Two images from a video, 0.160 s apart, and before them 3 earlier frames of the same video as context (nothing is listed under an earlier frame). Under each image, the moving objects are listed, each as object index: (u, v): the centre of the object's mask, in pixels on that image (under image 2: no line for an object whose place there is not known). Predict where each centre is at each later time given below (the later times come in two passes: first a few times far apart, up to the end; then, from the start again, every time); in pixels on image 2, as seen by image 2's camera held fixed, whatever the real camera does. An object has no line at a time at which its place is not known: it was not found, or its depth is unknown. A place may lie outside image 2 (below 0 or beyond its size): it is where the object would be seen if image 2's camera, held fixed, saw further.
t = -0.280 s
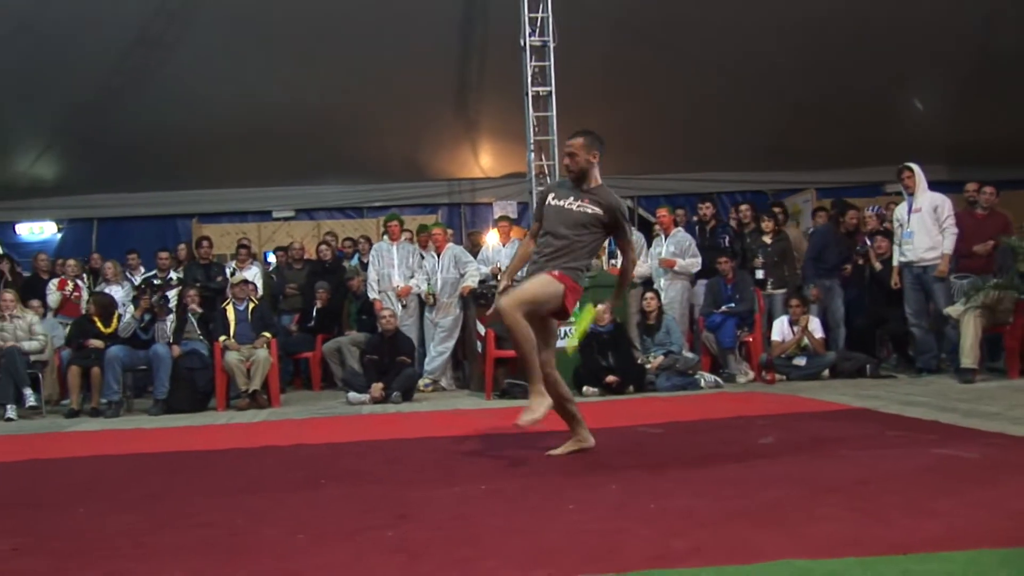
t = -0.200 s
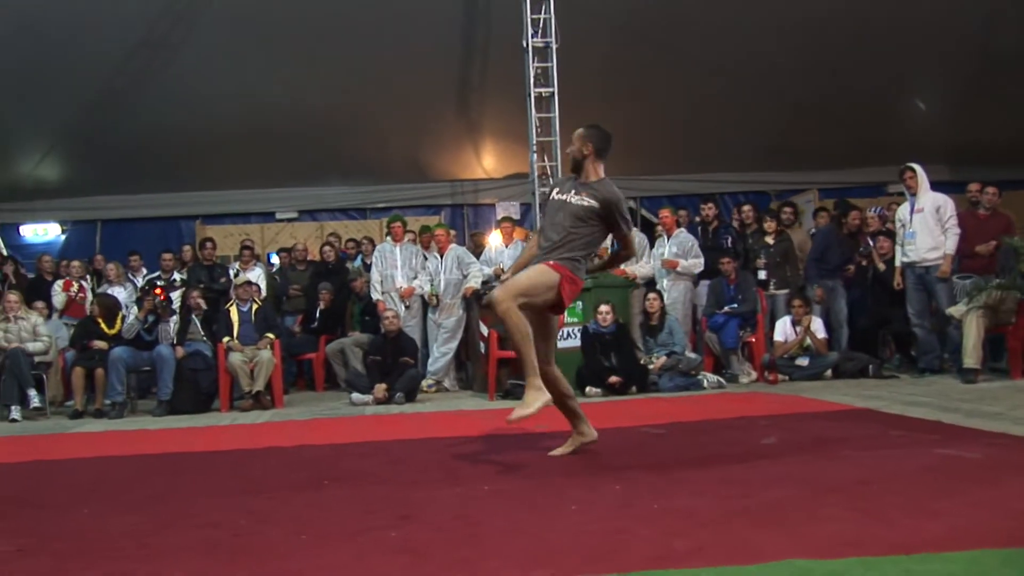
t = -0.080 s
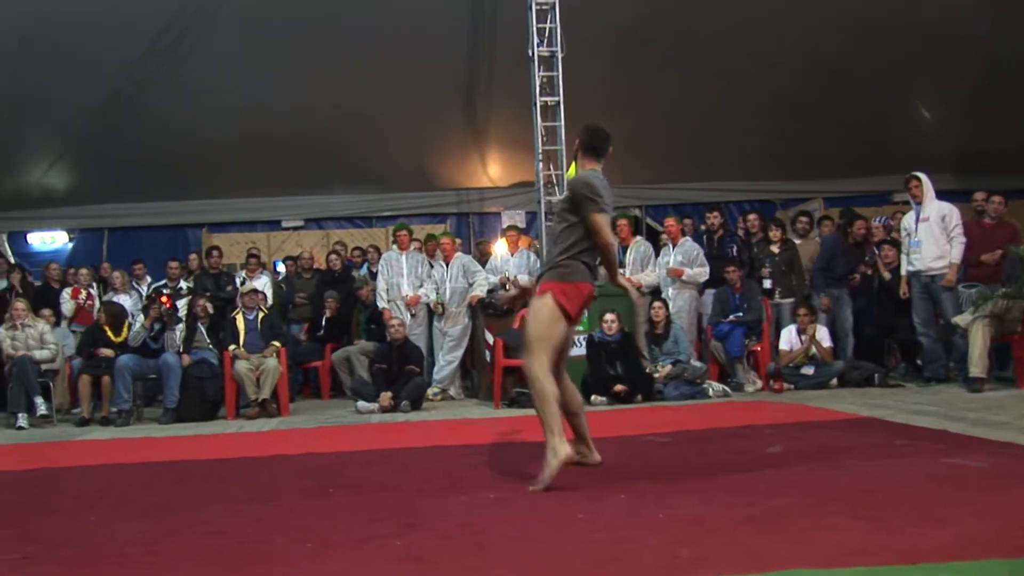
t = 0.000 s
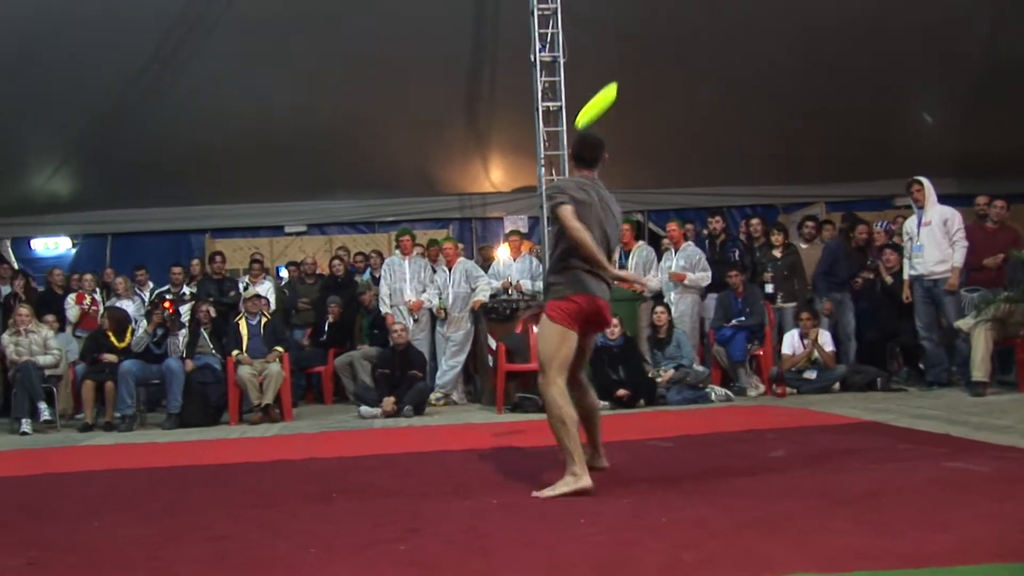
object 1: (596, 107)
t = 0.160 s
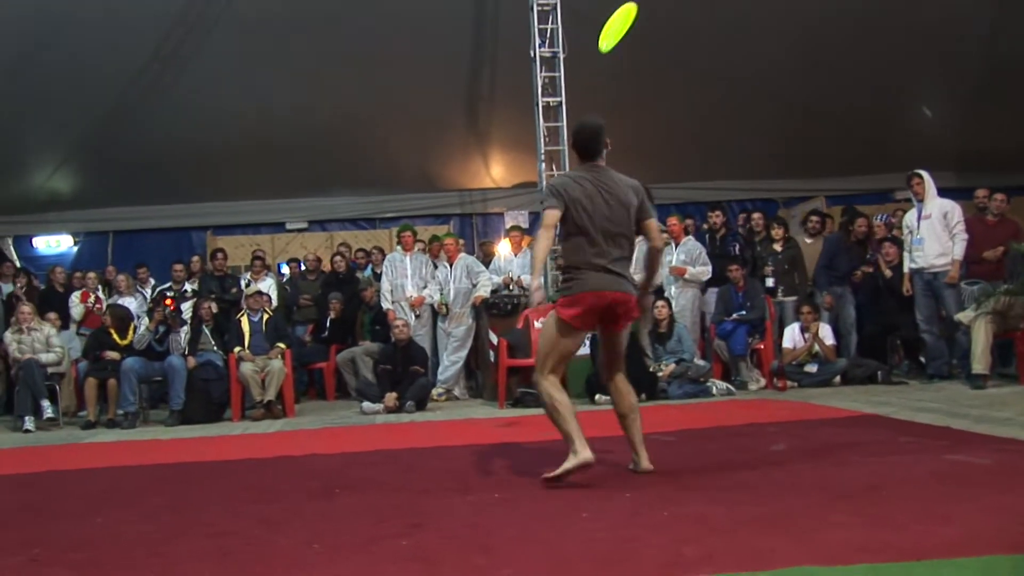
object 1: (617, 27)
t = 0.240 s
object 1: (626, 13)
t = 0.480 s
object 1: (666, 21)
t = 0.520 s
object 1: (672, 35)
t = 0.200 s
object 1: (621, 18)
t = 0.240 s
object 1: (626, 13)
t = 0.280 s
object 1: (631, 8)
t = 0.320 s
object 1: (636, 7)
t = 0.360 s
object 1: (645, 7)
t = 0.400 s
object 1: (652, 7)
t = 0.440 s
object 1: (660, 13)
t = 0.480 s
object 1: (666, 21)
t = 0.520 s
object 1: (672, 35)
